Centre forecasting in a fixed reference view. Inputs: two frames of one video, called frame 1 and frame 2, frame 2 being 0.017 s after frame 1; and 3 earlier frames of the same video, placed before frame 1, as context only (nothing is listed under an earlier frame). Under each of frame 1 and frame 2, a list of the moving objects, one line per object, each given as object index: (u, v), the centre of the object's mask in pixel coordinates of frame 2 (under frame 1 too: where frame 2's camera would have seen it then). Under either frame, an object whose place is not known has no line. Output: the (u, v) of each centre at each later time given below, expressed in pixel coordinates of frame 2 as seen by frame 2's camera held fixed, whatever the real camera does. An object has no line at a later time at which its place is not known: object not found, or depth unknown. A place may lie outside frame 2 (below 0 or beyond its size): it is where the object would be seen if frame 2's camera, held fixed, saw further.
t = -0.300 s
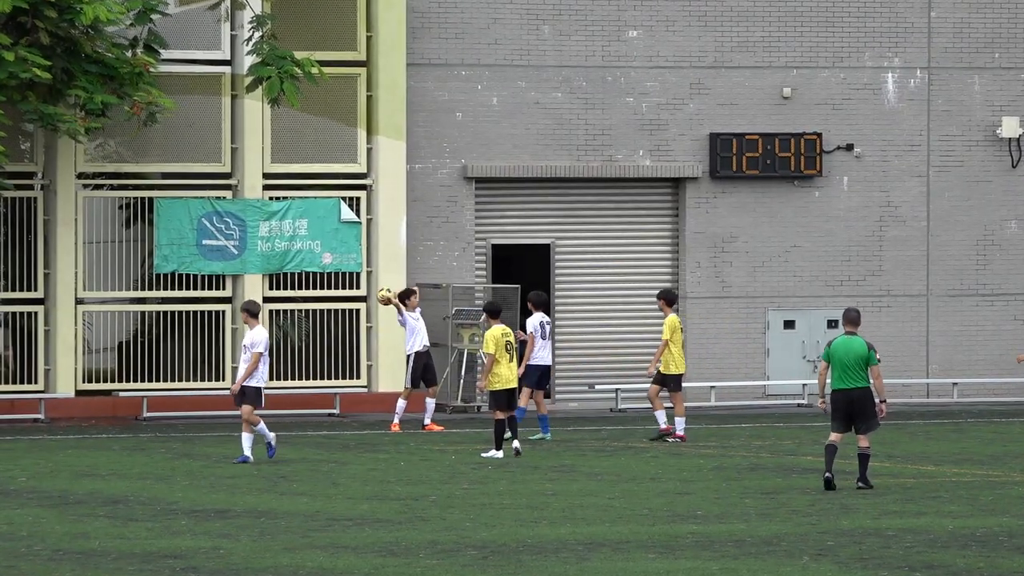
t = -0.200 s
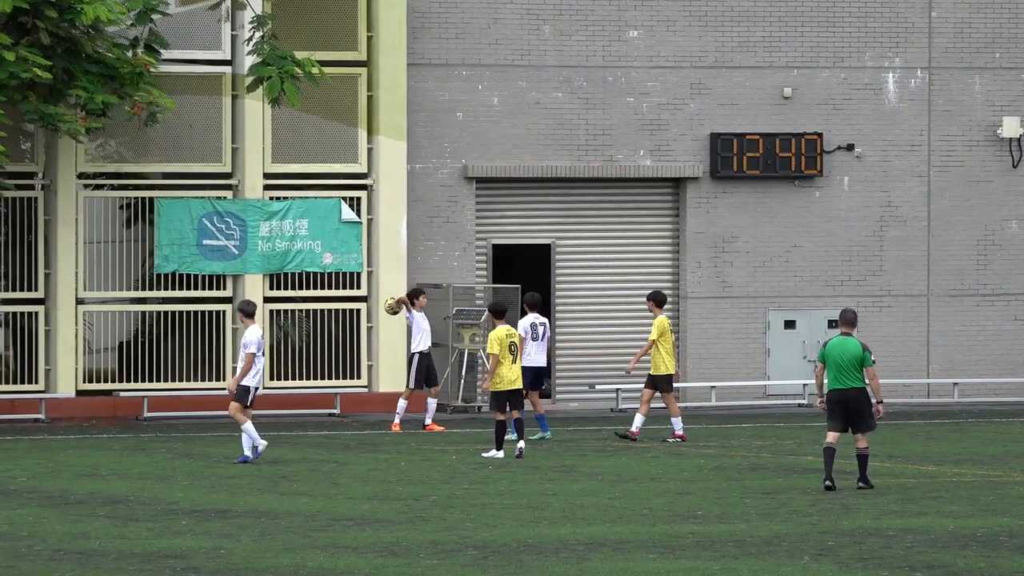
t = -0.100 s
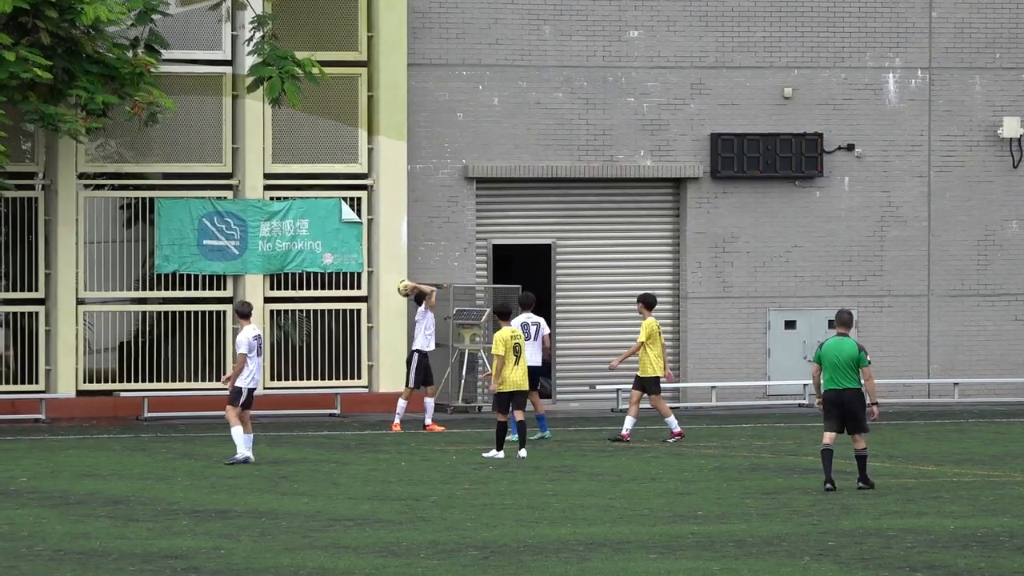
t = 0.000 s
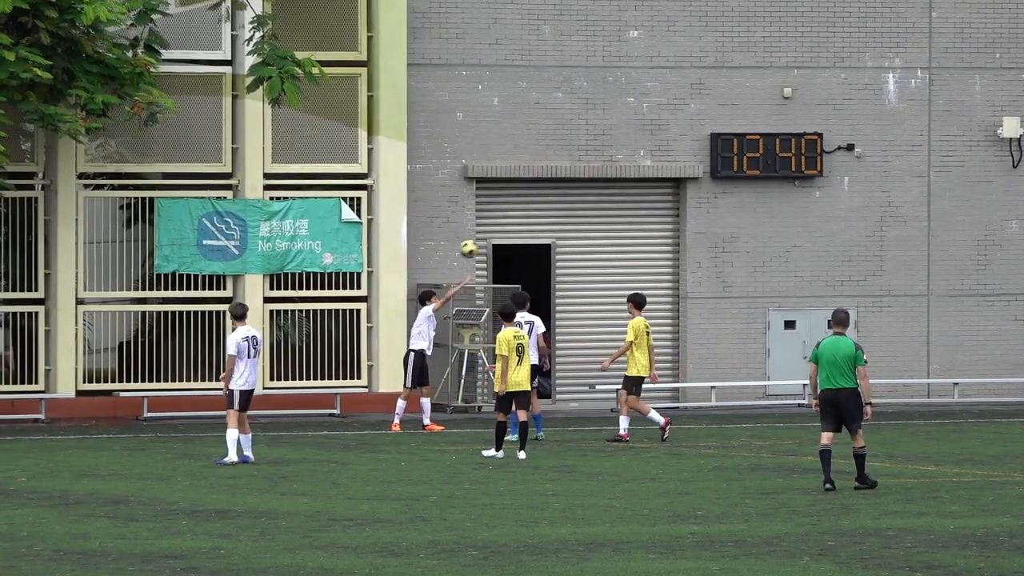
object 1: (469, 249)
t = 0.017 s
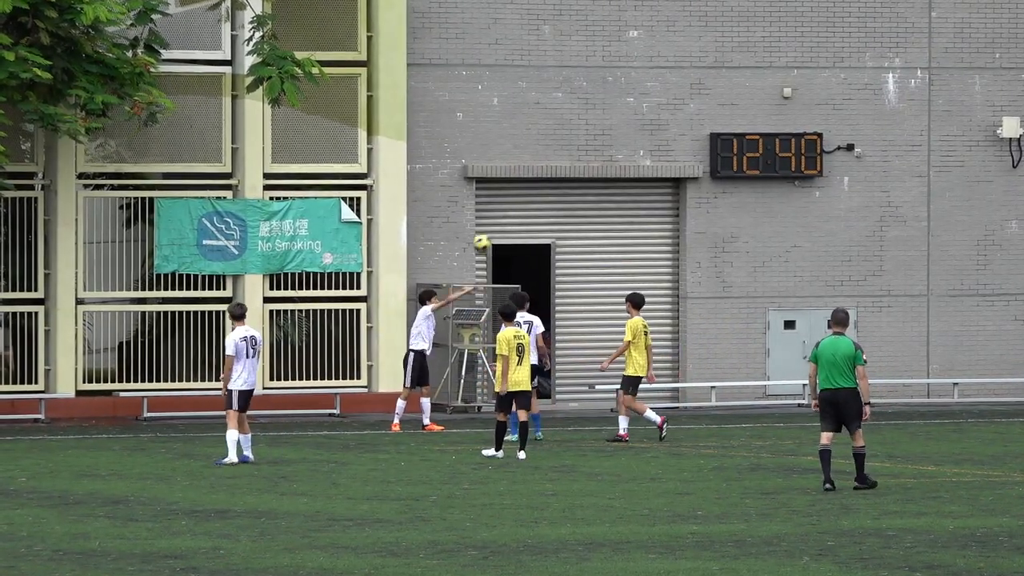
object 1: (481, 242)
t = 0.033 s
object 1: (495, 238)
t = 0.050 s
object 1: (508, 233)
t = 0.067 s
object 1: (522, 229)
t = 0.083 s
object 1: (534, 224)
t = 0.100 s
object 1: (548, 220)
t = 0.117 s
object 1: (561, 216)
